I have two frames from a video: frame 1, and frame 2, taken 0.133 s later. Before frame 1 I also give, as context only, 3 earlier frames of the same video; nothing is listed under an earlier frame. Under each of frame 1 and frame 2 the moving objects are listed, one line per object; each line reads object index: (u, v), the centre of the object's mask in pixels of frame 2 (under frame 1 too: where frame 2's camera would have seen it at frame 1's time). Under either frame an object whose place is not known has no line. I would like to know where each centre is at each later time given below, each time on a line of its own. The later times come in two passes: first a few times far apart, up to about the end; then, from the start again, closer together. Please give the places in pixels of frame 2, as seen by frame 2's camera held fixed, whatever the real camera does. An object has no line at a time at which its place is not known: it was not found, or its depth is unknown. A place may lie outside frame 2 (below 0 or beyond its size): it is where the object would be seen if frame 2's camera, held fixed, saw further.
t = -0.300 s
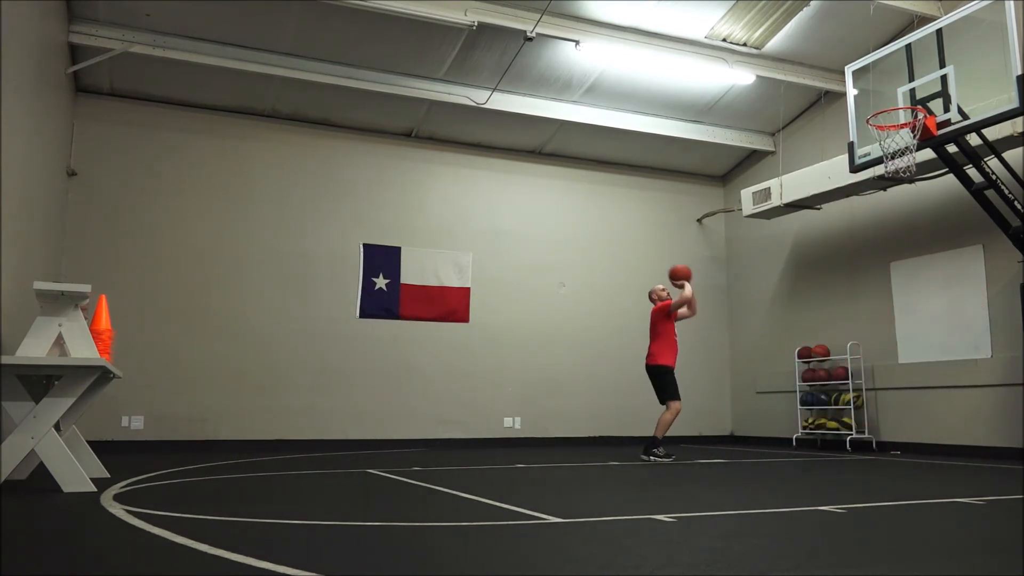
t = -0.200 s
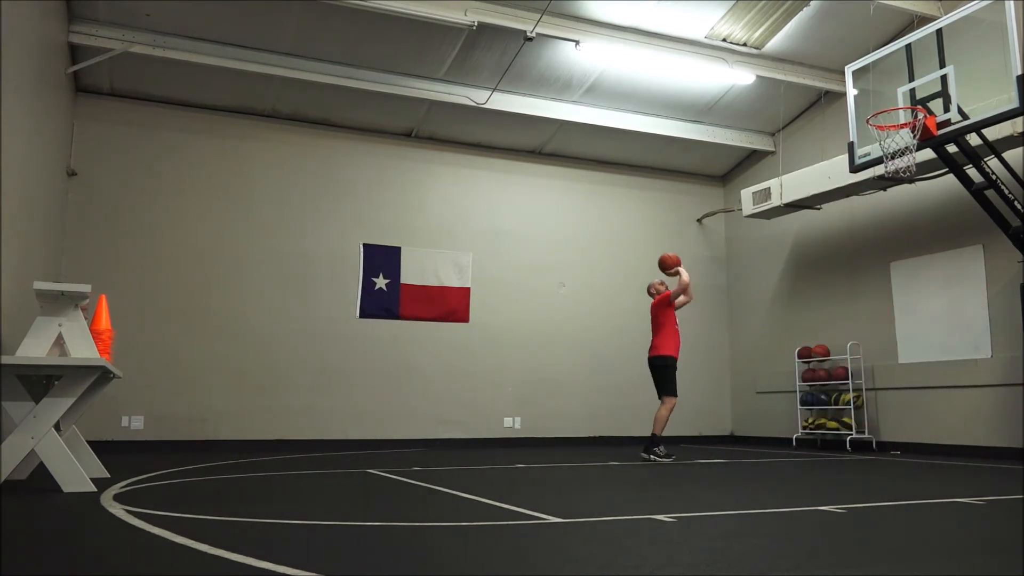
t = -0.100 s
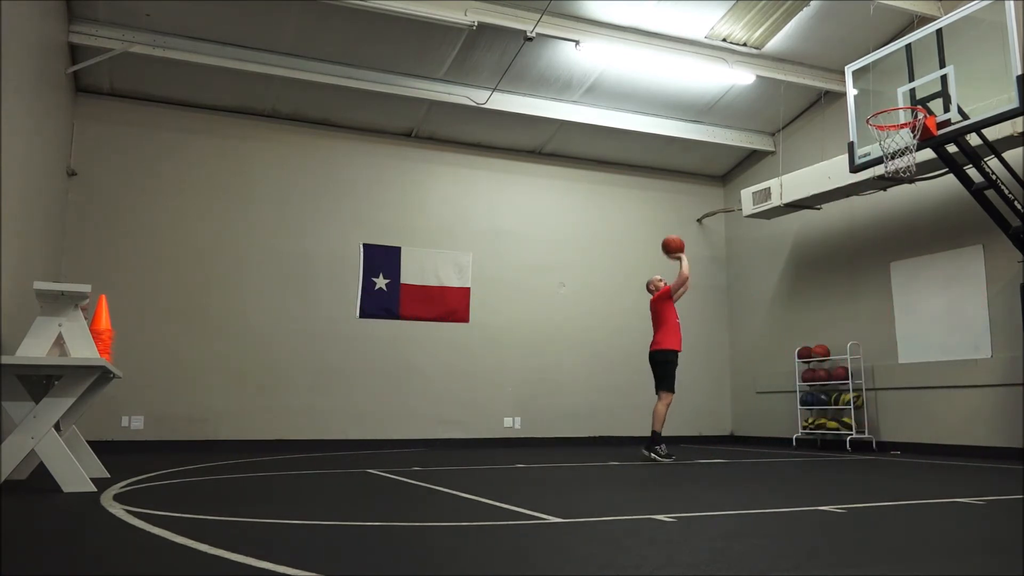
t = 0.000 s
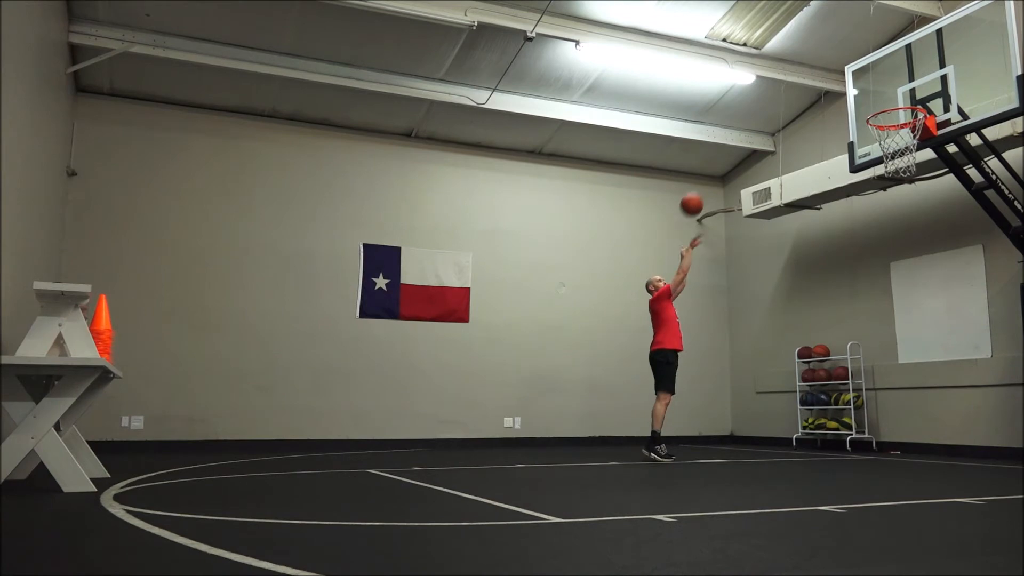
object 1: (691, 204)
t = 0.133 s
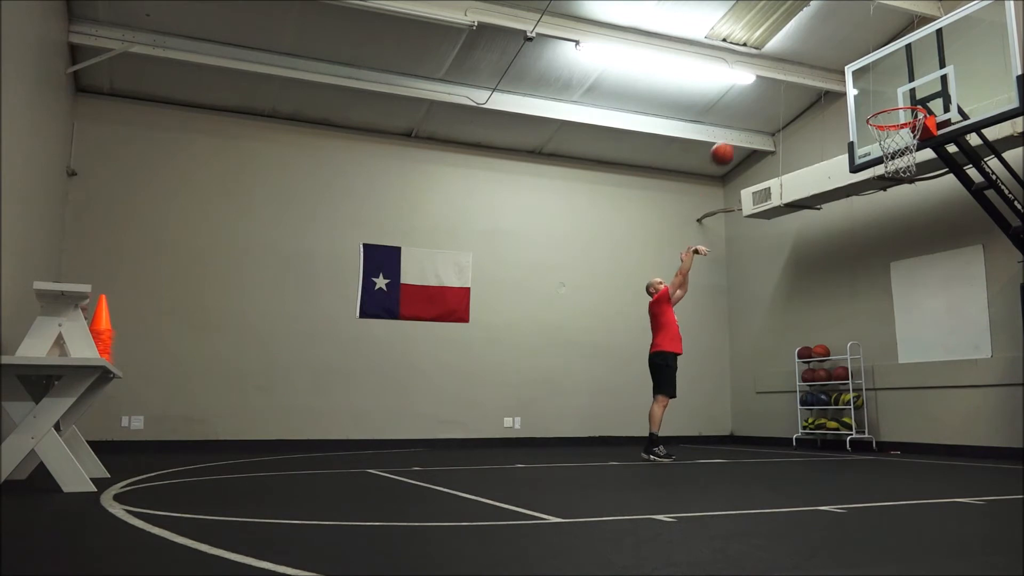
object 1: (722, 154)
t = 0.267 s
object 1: (755, 117)
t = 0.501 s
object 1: (817, 92)
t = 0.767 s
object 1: (898, 118)
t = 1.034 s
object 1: (926, 145)
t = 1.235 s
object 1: (921, 199)
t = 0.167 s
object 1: (731, 143)
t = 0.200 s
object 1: (738, 133)
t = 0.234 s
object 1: (746, 125)
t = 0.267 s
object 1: (755, 117)
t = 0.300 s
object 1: (763, 111)
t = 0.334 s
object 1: (772, 105)
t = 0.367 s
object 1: (780, 101)
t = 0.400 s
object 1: (789, 97)
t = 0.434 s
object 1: (798, 95)
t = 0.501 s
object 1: (817, 92)
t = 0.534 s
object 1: (827, 93)
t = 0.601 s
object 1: (847, 97)
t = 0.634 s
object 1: (858, 101)
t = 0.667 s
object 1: (868, 105)
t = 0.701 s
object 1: (878, 110)
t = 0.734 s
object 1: (887, 114)
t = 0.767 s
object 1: (898, 118)
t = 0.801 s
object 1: (909, 123)
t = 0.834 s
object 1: (916, 128)
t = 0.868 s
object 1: (922, 131)
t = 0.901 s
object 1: (925, 133)
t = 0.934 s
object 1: (927, 134)
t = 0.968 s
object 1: (927, 135)
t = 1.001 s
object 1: (926, 141)
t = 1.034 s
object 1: (926, 145)
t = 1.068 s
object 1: (924, 151)
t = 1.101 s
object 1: (924, 157)
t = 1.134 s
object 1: (923, 167)
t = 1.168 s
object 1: (922, 176)
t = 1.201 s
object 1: (921, 187)
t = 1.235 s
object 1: (921, 199)
